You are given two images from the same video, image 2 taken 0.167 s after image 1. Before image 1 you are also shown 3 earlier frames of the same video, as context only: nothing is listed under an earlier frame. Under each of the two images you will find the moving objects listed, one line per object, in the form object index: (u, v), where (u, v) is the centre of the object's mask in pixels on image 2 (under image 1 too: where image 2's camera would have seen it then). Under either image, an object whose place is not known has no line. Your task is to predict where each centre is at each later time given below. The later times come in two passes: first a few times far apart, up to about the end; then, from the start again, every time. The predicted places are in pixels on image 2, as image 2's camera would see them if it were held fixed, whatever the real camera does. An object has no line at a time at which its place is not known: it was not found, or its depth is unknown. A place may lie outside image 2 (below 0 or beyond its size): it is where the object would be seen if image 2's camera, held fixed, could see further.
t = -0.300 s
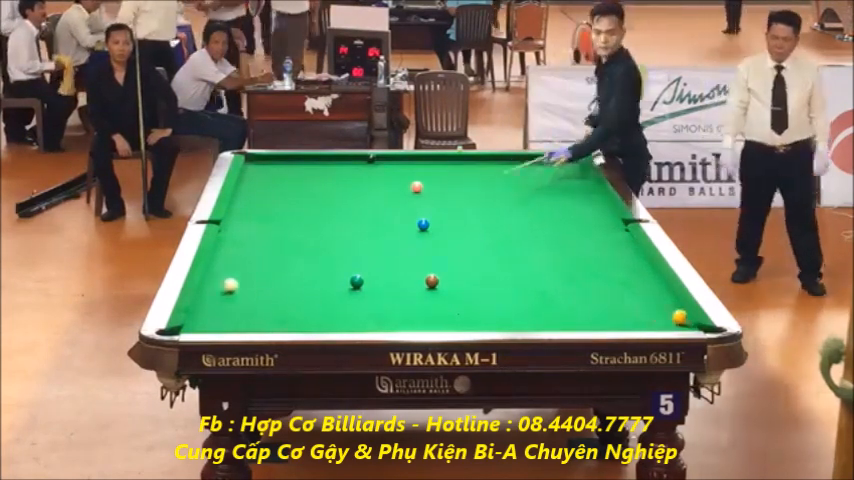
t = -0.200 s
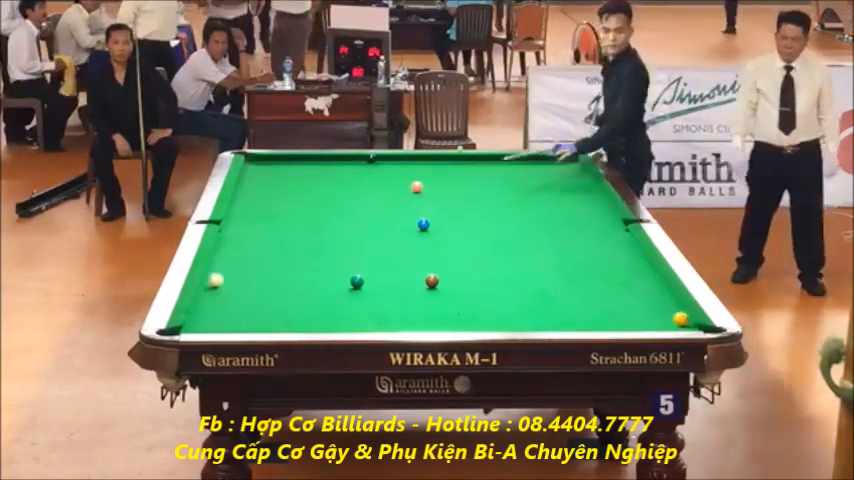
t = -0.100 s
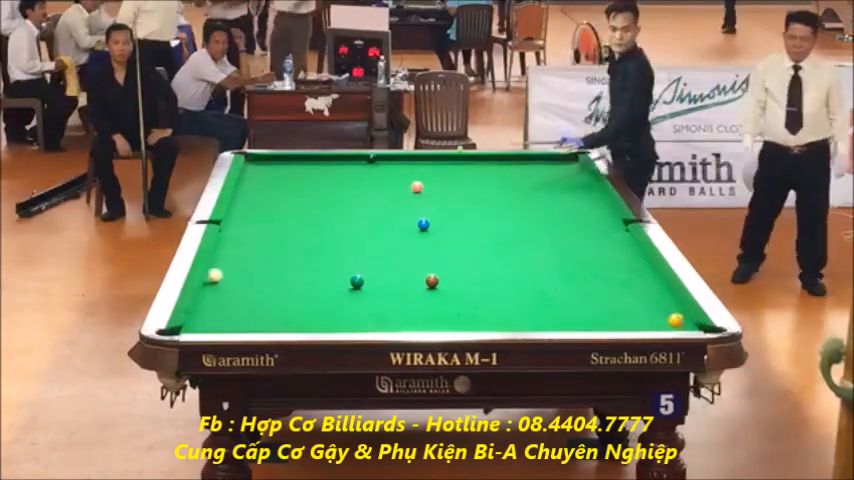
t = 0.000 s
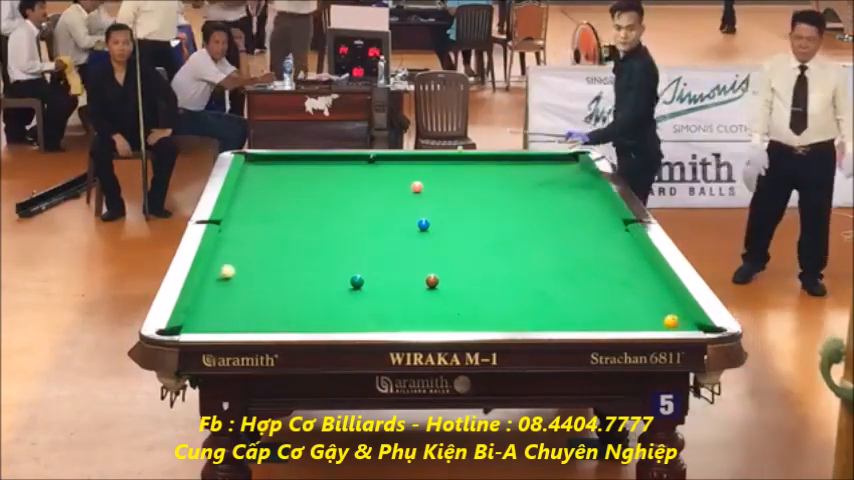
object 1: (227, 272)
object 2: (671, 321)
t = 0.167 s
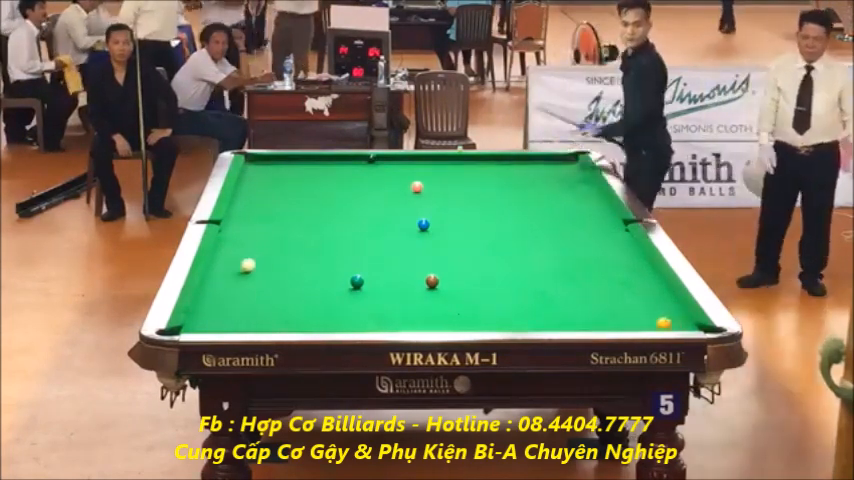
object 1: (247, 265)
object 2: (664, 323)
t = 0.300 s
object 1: (263, 260)
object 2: (658, 324)
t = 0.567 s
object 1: (292, 251)
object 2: (648, 325)
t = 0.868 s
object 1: (323, 242)
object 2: (637, 324)
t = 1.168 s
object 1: (351, 233)
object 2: (632, 323)
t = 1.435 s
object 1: (374, 226)
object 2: (626, 323)
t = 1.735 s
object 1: (397, 219)
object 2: (623, 322)
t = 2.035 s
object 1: (419, 213)
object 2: (622, 322)
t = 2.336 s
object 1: (439, 206)
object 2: (621, 322)
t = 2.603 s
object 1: (455, 202)
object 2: (621, 322)
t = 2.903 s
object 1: (471, 197)
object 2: (621, 322)
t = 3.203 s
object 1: (486, 193)
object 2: (621, 322)
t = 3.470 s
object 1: (498, 189)
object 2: (621, 322)
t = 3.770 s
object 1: (510, 185)
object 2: (621, 322)
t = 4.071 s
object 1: (521, 182)
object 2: (621, 322)
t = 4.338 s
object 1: (530, 180)
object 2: (621, 322)
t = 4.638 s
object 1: (538, 177)
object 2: (621, 322)
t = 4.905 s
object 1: (544, 175)
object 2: (621, 322)
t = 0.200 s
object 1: (251, 264)
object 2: (662, 323)
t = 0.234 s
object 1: (255, 263)
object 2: (661, 323)
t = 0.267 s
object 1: (259, 261)
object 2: (660, 323)
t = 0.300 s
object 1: (263, 260)
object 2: (658, 324)
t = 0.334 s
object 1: (267, 259)
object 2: (657, 324)
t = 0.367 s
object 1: (271, 258)
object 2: (655, 324)
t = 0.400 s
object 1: (274, 256)
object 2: (654, 324)
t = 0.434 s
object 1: (278, 255)
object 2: (652, 325)
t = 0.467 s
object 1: (281, 254)
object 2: (652, 325)
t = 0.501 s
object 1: (285, 253)
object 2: (650, 325)
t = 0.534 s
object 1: (288, 252)
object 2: (649, 325)
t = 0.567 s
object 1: (292, 251)
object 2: (648, 325)
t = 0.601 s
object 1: (296, 250)
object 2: (647, 325)
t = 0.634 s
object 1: (299, 249)
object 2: (645, 325)
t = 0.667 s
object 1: (303, 248)
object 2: (644, 325)
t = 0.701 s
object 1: (306, 246)
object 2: (643, 325)
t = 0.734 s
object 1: (310, 246)
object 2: (642, 325)
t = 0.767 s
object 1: (313, 245)
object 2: (640, 325)
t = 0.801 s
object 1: (316, 244)
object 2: (640, 325)
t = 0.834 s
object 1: (320, 243)
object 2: (638, 324)
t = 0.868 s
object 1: (323, 242)
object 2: (637, 324)
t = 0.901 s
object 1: (326, 241)
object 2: (636, 324)
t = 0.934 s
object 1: (329, 239)
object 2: (636, 324)
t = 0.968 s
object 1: (332, 238)
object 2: (635, 324)
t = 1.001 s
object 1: (335, 238)
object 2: (634, 324)
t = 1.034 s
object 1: (339, 237)
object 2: (633, 324)
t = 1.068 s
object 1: (342, 235)
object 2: (633, 323)
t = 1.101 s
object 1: (345, 235)
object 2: (632, 323)
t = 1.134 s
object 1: (348, 234)
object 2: (632, 324)
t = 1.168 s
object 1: (351, 233)
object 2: (632, 323)
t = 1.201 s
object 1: (354, 232)
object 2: (631, 323)
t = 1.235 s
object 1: (357, 231)
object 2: (630, 323)
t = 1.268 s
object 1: (360, 231)
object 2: (630, 323)
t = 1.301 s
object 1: (363, 229)
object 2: (628, 323)
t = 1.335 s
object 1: (366, 229)
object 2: (627, 323)
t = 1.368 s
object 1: (368, 228)
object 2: (627, 323)
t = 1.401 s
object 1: (371, 227)
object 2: (626, 323)
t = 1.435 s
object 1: (374, 226)
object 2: (626, 323)
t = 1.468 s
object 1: (377, 225)
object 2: (625, 323)
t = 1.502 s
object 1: (379, 225)
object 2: (625, 323)
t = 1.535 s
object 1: (382, 224)
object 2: (625, 323)
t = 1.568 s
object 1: (385, 223)
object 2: (624, 323)
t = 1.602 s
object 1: (387, 222)
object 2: (624, 323)
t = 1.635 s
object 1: (390, 221)
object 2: (623, 322)
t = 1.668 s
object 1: (393, 220)
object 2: (623, 322)
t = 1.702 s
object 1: (395, 220)
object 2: (623, 322)
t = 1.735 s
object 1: (397, 219)
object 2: (623, 322)
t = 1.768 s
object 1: (400, 218)
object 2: (622, 322)
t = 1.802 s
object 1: (403, 217)
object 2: (622, 322)
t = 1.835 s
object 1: (405, 217)
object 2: (622, 322)
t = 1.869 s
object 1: (407, 216)
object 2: (622, 322)
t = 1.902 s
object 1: (409, 215)
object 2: (622, 322)
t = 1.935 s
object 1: (412, 215)
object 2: (621, 322)
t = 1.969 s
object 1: (413, 214)
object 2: (622, 322)
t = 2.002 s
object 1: (416, 213)
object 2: (622, 322)
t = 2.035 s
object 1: (419, 213)
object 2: (622, 322)
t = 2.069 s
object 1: (421, 211)
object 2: (621, 322)
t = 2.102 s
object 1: (424, 211)
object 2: (621, 322)
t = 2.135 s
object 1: (426, 210)
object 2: (621, 322)
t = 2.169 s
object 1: (428, 210)
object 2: (621, 322)
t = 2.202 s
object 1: (430, 209)
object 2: (621, 322)
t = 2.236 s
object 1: (432, 209)
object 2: (621, 322)
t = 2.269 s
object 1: (434, 208)
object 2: (621, 322)
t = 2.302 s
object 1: (437, 207)
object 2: (621, 322)
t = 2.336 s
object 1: (439, 206)
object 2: (621, 322)
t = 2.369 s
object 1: (441, 206)
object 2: (621, 322)
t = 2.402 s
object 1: (443, 205)
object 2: (621, 322)
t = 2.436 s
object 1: (445, 205)
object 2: (621, 322)
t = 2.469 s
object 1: (446, 204)
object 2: (621, 322)
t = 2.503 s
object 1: (449, 204)
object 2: (621, 322)
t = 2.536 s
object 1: (451, 203)
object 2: (621, 322)
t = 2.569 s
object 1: (453, 202)
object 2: (621, 322)
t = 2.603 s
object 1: (455, 202)
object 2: (621, 322)
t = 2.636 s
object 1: (457, 201)
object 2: (621, 322)
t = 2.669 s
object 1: (459, 200)
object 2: (621, 322)
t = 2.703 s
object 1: (460, 200)
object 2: (621, 322)
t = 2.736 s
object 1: (462, 199)
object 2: (621, 322)
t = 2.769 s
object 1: (464, 199)
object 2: (621, 322)
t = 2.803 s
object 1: (466, 199)
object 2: (621, 322)
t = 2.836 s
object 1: (468, 198)
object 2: (621, 322)
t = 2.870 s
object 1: (469, 198)
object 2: (621, 322)
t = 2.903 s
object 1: (471, 197)
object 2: (621, 322)
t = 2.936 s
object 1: (473, 197)
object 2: (621, 322)
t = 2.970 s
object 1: (474, 196)
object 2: (621, 322)
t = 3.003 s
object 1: (476, 196)
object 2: (621, 322)
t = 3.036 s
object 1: (478, 195)
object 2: (621, 322)
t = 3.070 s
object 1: (479, 194)
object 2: (621, 322)
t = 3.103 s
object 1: (481, 194)
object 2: (621, 322)
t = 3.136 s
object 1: (483, 194)
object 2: (621, 322)
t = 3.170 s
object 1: (484, 193)
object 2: (621, 322)
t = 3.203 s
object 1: (486, 193)
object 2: (621, 322)
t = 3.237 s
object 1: (487, 192)
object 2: (621, 322)
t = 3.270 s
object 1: (489, 192)
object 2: (621, 322)
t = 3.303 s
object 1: (491, 191)
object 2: (621, 322)
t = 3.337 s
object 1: (492, 191)
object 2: (621, 322)
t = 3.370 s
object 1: (493, 190)
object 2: (621, 322)
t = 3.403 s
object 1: (495, 190)
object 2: (621, 322)
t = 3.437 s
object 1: (496, 190)
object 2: (621, 322)
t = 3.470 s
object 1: (498, 189)
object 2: (621, 322)
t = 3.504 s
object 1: (499, 188)
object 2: (621, 322)
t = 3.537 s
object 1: (500, 188)
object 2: (621, 322)
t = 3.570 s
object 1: (502, 188)
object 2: (621, 322)
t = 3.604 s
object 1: (503, 187)
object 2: (621, 322)
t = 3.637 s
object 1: (505, 187)
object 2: (621, 322)
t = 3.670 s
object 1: (506, 187)
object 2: (621, 322)
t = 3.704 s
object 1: (508, 186)
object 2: (621, 322)
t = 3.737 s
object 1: (508, 186)
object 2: (621, 322)
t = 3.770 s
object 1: (510, 185)
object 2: (621, 322)
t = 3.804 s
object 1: (511, 185)
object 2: (621, 322)
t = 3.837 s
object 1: (512, 185)
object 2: (621, 322)
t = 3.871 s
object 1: (514, 184)
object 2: (621, 322)
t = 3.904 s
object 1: (515, 184)
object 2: (621, 322)
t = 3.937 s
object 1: (516, 184)
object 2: (621, 322)
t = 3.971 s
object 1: (517, 183)
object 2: (621, 322)
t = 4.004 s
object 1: (519, 183)
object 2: (621, 322)
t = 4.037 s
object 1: (520, 183)
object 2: (621, 322)
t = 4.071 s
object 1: (521, 182)
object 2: (621, 322)
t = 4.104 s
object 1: (522, 182)
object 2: (621, 322)
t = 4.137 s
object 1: (523, 182)
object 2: (621, 322)
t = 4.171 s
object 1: (524, 182)
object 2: (621, 322)
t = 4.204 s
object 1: (525, 181)
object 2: (621, 322)
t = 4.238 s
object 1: (526, 181)
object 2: (621, 322)
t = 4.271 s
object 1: (527, 181)
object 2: (621, 322)
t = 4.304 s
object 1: (529, 180)
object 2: (621, 322)
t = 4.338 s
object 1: (530, 180)
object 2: (621, 322)
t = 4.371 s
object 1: (530, 180)
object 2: (621, 322)
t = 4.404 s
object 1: (532, 180)
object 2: (621, 322)
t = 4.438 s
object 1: (532, 180)
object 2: (621, 322)
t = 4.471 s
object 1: (533, 179)
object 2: (621, 322)
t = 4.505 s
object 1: (535, 178)
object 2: (621, 322)
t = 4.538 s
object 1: (535, 178)
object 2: (621, 322)
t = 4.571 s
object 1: (536, 178)
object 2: (621, 322)
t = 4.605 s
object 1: (537, 178)
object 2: (621, 322)
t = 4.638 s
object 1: (538, 177)
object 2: (621, 322)
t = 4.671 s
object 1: (539, 177)
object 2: (621, 322)
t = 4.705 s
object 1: (540, 177)
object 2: (621, 322)
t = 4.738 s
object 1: (541, 176)
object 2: (621, 322)
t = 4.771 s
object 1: (541, 176)
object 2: (621, 322)
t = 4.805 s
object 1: (542, 176)
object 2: (621, 322)
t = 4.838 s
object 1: (543, 176)
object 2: (621, 322)
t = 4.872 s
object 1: (544, 175)
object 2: (621, 322)
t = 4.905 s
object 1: (544, 175)
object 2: (621, 322)
